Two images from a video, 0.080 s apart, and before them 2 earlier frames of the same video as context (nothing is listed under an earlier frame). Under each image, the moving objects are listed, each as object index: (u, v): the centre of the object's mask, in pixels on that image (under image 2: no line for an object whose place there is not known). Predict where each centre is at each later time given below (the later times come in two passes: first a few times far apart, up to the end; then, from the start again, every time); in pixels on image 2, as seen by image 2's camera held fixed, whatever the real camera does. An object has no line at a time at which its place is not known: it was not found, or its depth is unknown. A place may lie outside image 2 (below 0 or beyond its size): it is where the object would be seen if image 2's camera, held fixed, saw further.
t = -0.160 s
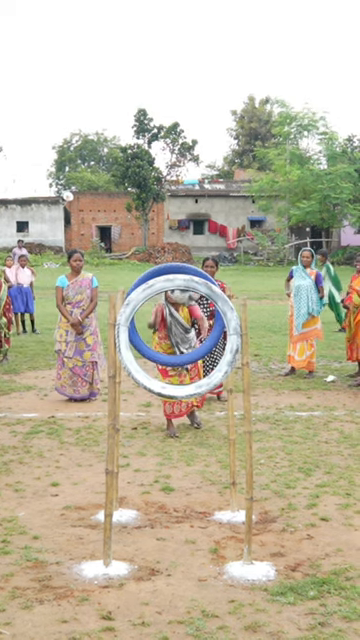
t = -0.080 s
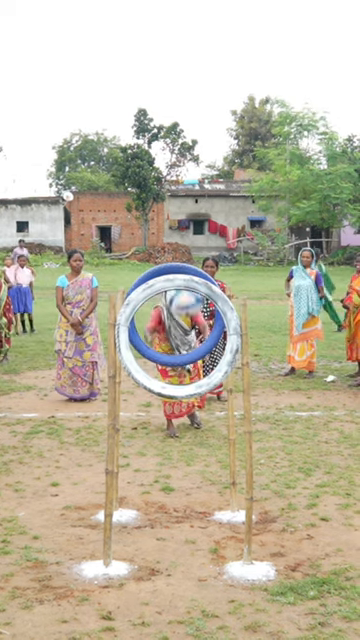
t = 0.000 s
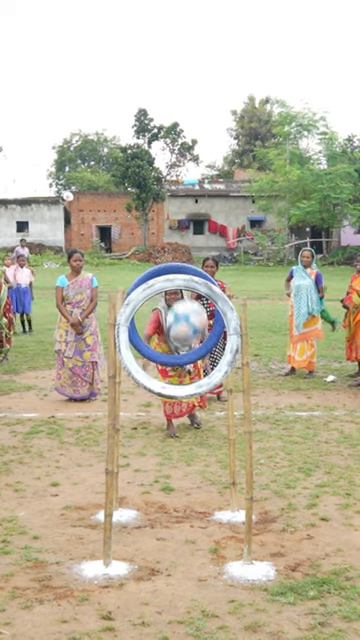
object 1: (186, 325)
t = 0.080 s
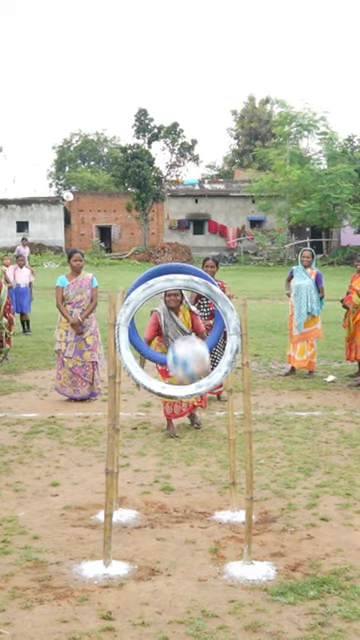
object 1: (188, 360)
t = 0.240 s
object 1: (194, 489)
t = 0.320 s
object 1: (198, 569)
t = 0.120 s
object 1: (188, 372)
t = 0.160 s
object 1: (191, 418)
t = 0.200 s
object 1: (192, 448)
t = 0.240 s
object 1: (194, 489)
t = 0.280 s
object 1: (196, 535)
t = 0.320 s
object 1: (198, 569)
